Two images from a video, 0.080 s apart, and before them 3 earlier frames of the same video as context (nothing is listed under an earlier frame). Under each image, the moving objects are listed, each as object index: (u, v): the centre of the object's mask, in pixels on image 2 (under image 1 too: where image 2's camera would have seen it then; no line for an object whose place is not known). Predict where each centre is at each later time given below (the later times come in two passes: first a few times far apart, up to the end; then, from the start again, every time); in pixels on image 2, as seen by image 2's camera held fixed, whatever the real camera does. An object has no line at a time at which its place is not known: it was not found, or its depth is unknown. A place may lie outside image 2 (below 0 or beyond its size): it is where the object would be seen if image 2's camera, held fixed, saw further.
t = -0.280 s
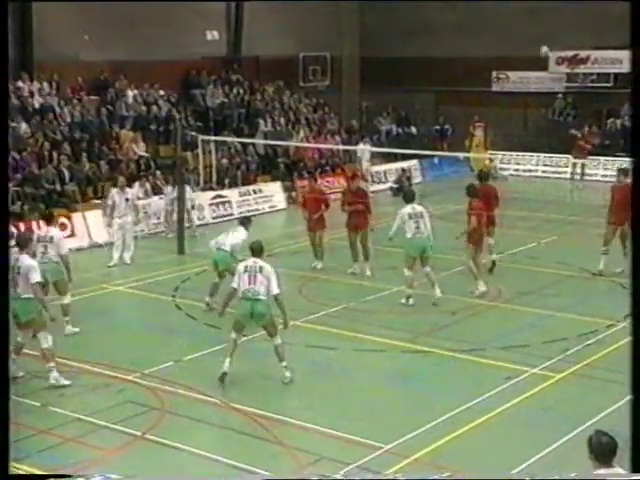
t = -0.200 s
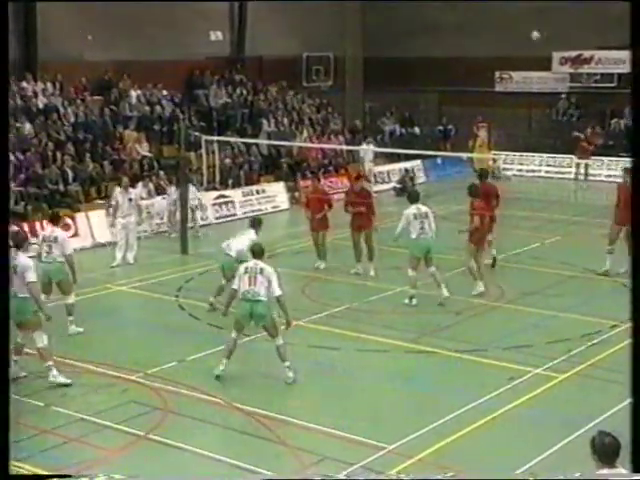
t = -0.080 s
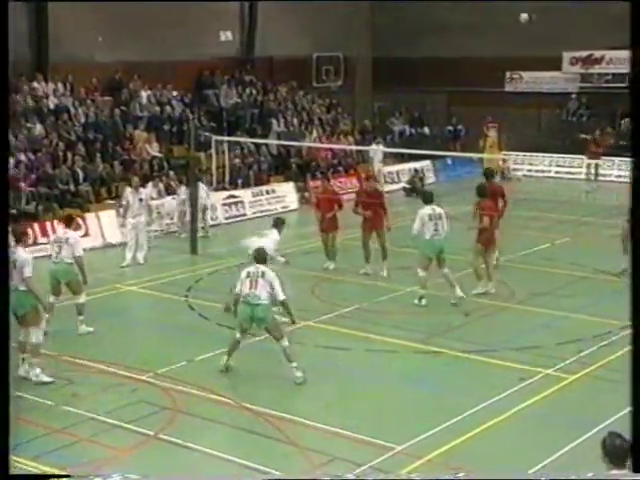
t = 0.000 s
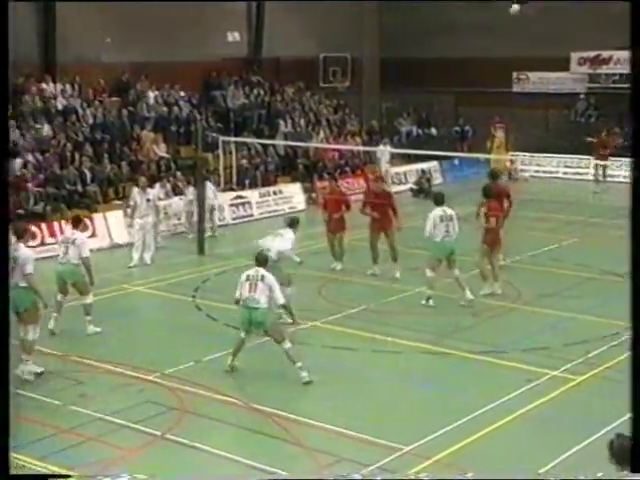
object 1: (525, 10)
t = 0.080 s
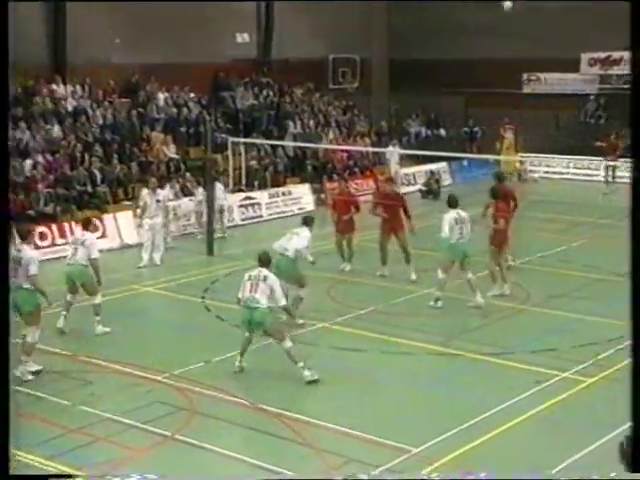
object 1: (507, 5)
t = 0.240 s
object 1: (469, 4)
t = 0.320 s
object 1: (447, 5)
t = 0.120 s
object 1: (498, 4)
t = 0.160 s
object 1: (488, 3)
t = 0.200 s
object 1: (479, 3)
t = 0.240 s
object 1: (469, 4)
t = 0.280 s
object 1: (459, 4)
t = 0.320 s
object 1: (447, 5)
